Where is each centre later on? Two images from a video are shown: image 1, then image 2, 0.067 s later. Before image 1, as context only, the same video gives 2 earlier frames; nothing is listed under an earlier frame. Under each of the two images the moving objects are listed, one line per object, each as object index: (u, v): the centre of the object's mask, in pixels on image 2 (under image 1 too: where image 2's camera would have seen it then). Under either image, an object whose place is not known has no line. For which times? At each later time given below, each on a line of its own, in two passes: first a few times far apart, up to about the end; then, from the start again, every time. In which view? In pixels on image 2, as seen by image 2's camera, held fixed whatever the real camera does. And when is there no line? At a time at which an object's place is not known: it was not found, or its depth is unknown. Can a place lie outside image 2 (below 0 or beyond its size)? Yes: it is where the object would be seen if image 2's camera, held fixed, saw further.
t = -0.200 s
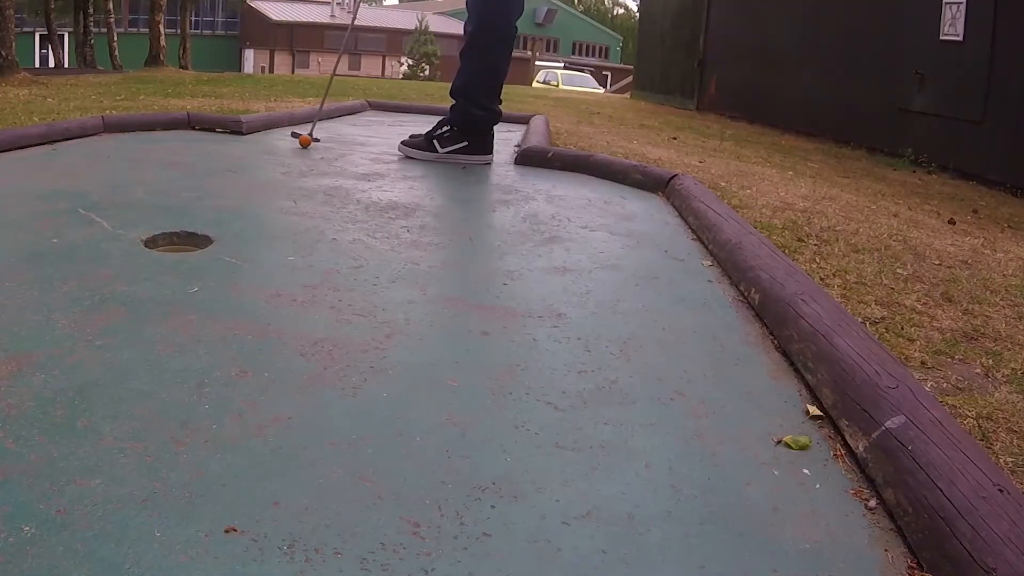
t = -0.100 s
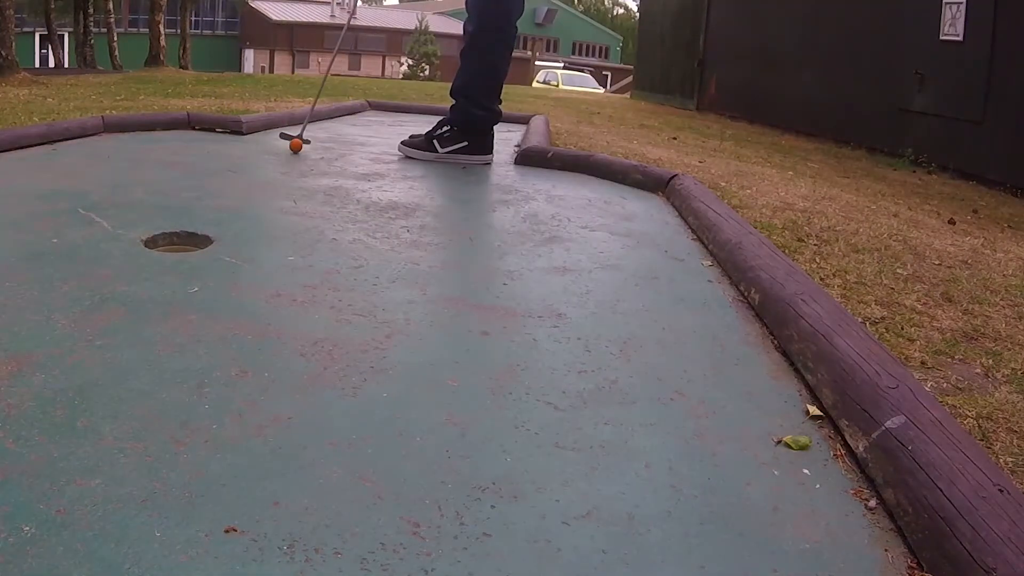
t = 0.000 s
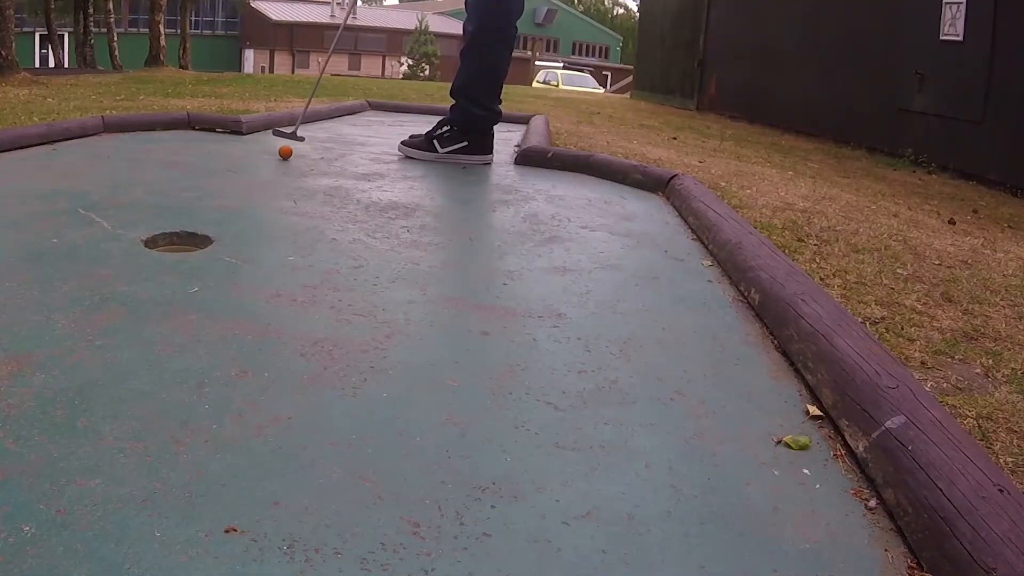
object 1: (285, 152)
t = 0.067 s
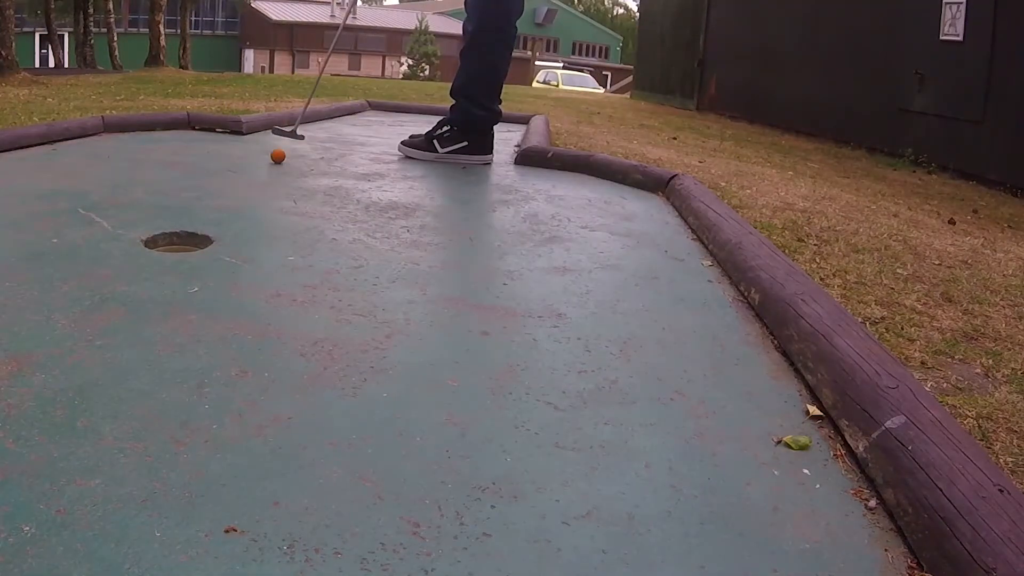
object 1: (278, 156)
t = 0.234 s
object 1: (257, 167)
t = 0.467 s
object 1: (223, 186)
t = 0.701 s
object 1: (179, 210)
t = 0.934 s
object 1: (168, 239)
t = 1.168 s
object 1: (232, 262)
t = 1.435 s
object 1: (314, 289)
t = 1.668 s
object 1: (391, 309)
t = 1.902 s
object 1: (463, 324)
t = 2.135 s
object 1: (525, 334)
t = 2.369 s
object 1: (579, 343)
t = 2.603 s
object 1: (627, 349)
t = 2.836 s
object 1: (668, 352)
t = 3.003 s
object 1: (692, 355)
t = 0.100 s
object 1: (274, 158)
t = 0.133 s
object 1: (270, 160)
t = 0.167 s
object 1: (266, 162)
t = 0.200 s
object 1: (261, 165)
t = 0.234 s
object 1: (257, 167)
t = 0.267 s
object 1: (253, 170)
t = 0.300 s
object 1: (248, 173)
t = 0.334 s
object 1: (244, 175)
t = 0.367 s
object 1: (239, 178)
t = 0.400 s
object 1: (234, 181)
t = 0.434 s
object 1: (228, 183)
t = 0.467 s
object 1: (223, 186)
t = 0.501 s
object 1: (217, 190)
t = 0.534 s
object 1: (211, 192)
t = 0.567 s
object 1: (205, 196)
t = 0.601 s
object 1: (199, 199)
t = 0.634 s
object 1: (192, 203)
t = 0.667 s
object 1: (185, 206)
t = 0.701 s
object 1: (179, 210)
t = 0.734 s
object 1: (171, 214)
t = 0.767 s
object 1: (164, 218)
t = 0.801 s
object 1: (156, 225)
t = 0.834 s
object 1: (150, 234)
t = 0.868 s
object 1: (153, 235)
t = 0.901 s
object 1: (159, 238)
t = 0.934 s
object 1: (168, 239)
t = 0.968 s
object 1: (176, 242)
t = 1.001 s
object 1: (185, 245)
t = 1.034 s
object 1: (194, 248)
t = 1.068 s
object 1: (203, 252)
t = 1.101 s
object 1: (213, 255)
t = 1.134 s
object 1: (222, 258)
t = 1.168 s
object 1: (232, 262)
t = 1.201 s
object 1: (242, 265)
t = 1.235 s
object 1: (251, 268)
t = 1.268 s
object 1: (261, 273)
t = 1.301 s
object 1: (271, 276)
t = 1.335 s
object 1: (282, 279)
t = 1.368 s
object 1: (292, 282)
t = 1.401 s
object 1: (303, 286)
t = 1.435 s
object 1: (314, 289)
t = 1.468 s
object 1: (325, 292)
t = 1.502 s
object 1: (336, 296)
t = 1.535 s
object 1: (347, 299)
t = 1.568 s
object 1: (359, 301)
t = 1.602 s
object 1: (370, 304)
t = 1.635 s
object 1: (381, 307)
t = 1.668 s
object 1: (391, 309)
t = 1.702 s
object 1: (402, 312)
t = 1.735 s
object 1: (413, 314)
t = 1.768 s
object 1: (424, 316)
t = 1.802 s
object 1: (434, 318)
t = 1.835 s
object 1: (443, 320)
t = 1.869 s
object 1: (453, 323)
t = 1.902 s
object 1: (463, 324)
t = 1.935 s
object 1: (473, 326)
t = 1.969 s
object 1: (482, 327)
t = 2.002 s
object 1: (491, 329)
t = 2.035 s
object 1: (500, 330)
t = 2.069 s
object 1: (508, 331)
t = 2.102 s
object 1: (517, 332)
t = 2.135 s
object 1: (525, 334)
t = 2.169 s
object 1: (533, 335)
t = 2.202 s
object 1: (541, 336)
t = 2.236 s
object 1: (549, 337)
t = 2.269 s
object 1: (557, 339)
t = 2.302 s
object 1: (564, 341)
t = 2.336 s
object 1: (571, 342)
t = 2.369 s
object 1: (579, 343)
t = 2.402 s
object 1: (587, 344)
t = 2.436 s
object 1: (594, 345)
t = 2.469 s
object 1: (601, 345)
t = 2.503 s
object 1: (607, 346)
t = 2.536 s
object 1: (614, 347)
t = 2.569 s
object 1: (621, 348)
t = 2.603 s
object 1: (627, 349)
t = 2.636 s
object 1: (634, 350)
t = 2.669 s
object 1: (640, 350)
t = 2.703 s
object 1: (646, 350)
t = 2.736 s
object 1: (651, 351)
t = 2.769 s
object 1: (657, 352)
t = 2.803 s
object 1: (662, 352)
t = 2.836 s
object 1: (668, 352)
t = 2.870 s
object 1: (673, 353)
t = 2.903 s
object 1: (678, 354)
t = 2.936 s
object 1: (682, 355)
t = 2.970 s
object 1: (687, 355)
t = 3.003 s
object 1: (692, 355)
